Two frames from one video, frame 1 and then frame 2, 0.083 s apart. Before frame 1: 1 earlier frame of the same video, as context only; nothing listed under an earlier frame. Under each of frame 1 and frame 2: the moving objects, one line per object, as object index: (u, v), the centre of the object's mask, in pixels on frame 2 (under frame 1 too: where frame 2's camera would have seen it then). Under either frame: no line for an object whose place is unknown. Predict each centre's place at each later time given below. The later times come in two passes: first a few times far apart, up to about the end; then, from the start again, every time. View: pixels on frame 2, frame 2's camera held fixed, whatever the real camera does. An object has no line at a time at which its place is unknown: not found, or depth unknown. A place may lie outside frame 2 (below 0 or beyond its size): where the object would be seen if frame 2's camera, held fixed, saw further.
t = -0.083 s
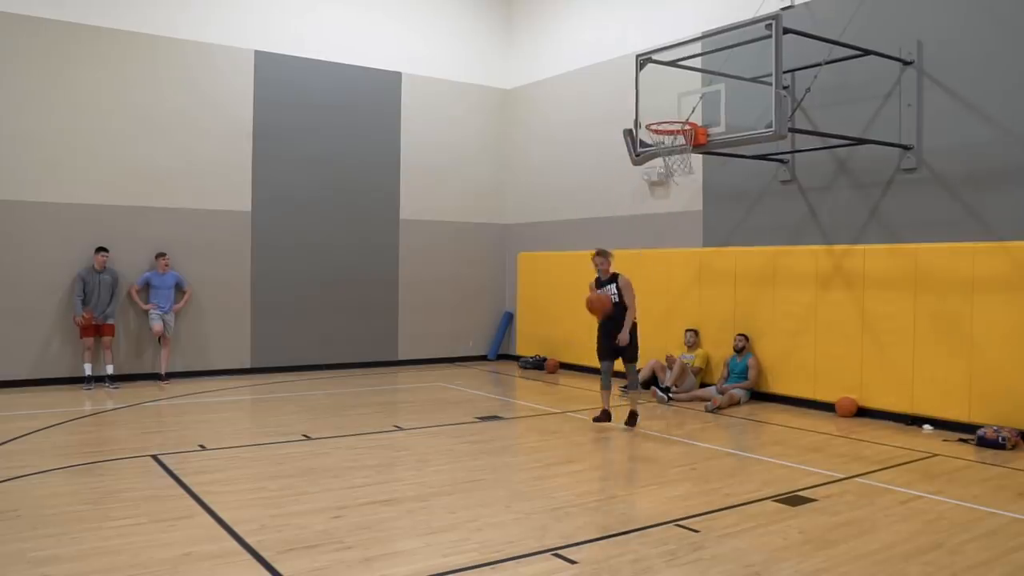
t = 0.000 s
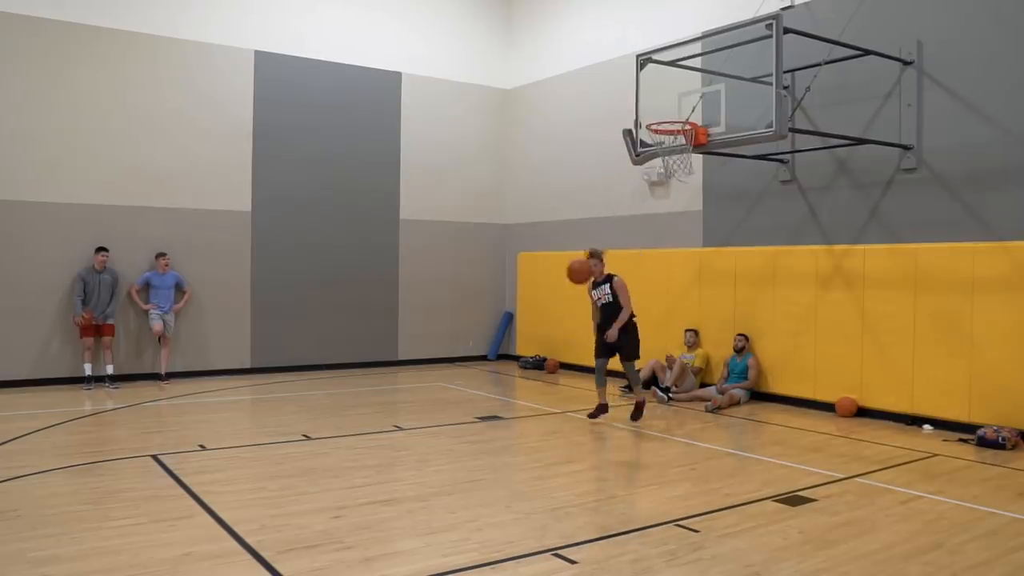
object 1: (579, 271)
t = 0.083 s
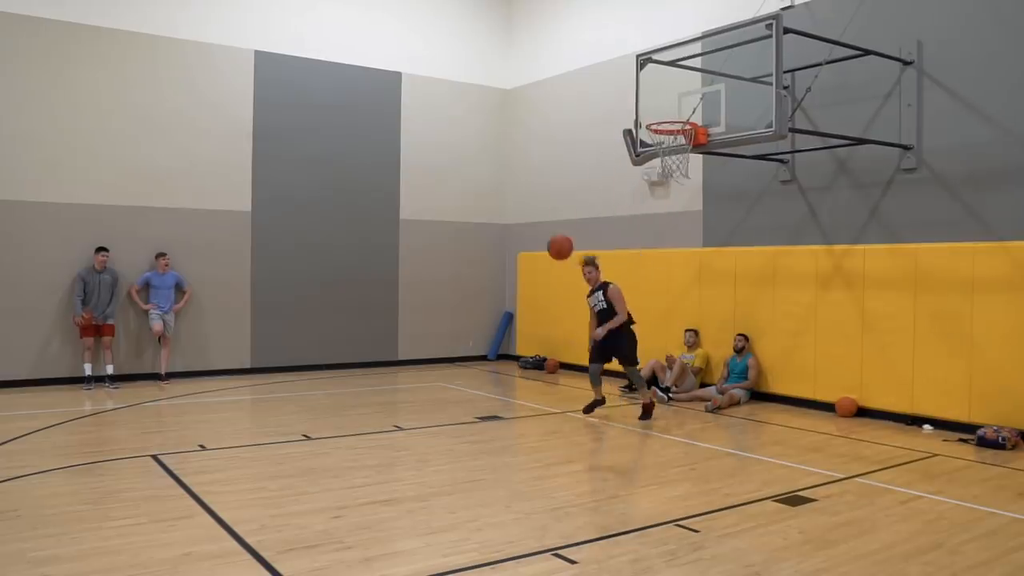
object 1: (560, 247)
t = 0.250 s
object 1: (520, 220)
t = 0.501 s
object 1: (459, 235)
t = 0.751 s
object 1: (397, 318)
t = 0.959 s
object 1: (348, 435)
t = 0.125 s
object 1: (550, 237)
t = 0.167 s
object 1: (540, 230)
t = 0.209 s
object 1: (530, 224)
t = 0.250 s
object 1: (520, 220)
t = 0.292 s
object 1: (510, 217)
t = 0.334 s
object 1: (500, 217)
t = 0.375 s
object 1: (490, 219)
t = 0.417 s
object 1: (479, 222)
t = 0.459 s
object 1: (469, 227)
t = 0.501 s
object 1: (459, 235)
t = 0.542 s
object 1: (448, 244)
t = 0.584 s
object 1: (438, 255)
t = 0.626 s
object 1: (428, 268)
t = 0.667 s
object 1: (418, 282)
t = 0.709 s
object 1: (408, 300)
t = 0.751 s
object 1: (397, 318)
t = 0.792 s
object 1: (388, 338)
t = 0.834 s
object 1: (377, 361)
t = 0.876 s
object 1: (368, 384)
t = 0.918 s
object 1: (357, 410)
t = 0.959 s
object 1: (348, 435)
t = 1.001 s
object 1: (339, 415)
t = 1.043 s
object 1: (331, 396)
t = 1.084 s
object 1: (323, 379)
